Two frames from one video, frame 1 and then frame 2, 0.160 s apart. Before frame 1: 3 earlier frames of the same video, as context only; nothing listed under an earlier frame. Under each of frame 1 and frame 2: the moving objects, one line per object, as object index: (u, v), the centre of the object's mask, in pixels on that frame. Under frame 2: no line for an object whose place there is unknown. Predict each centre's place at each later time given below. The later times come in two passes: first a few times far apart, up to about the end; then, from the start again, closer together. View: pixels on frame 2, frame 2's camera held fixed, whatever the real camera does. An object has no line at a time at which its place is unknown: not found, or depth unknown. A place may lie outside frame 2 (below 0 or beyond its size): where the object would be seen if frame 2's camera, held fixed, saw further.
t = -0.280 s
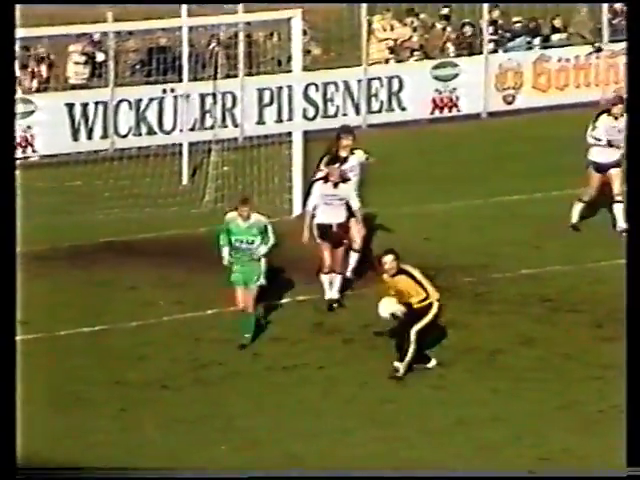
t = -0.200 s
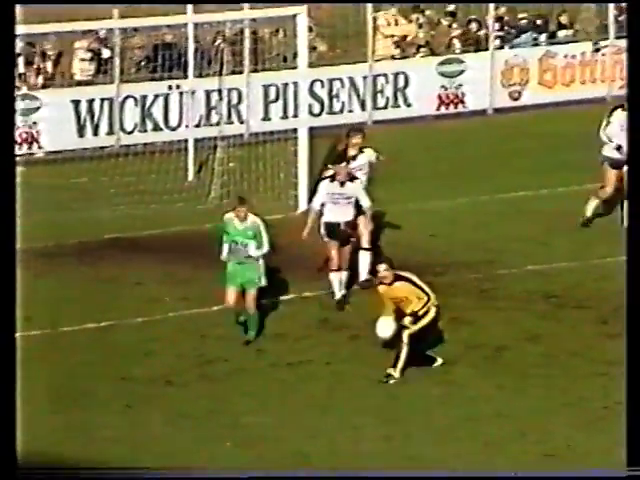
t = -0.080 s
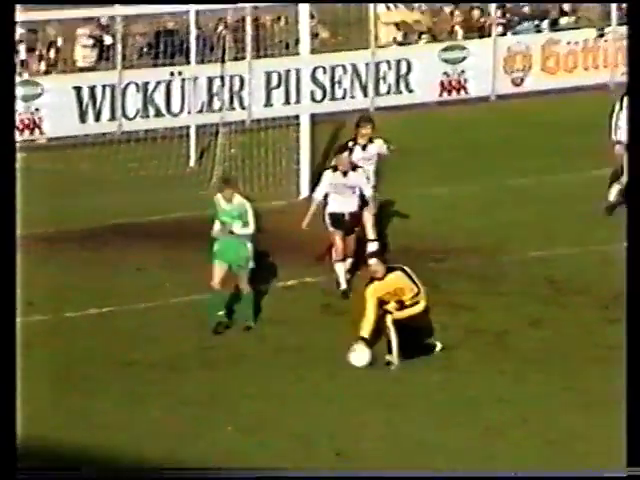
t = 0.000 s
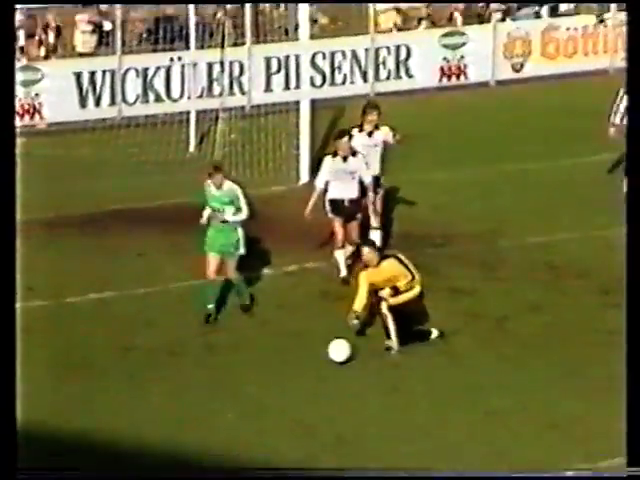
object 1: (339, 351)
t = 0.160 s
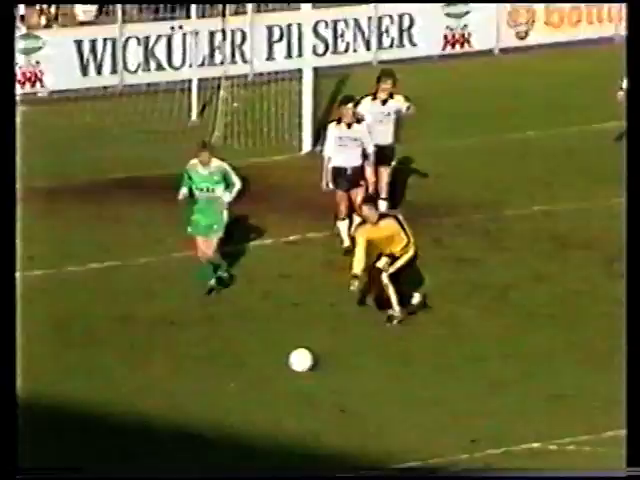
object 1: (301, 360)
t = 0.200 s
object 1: (292, 364)
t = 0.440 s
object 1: (239, 417)
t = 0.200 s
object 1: (292, 364)
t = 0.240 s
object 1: (283, 369)
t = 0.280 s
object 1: (276, 377)
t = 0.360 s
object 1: (256, 396)
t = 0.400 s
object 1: (247, 409)
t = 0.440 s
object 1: (239, 417)
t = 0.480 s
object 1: (233, 419)
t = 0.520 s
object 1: (227, 424)
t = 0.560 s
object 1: (221, 431)
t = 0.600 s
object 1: (216, 440)
